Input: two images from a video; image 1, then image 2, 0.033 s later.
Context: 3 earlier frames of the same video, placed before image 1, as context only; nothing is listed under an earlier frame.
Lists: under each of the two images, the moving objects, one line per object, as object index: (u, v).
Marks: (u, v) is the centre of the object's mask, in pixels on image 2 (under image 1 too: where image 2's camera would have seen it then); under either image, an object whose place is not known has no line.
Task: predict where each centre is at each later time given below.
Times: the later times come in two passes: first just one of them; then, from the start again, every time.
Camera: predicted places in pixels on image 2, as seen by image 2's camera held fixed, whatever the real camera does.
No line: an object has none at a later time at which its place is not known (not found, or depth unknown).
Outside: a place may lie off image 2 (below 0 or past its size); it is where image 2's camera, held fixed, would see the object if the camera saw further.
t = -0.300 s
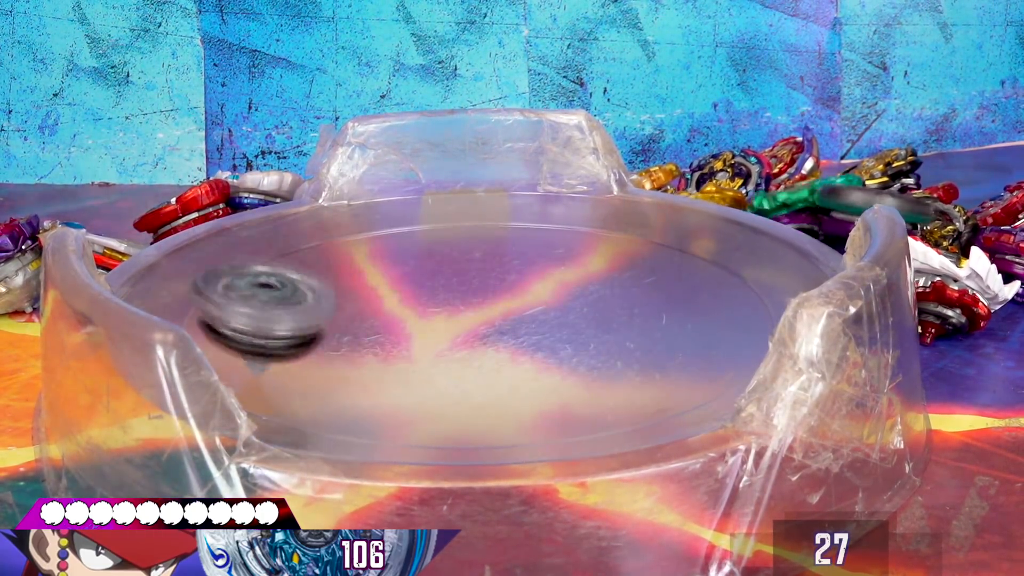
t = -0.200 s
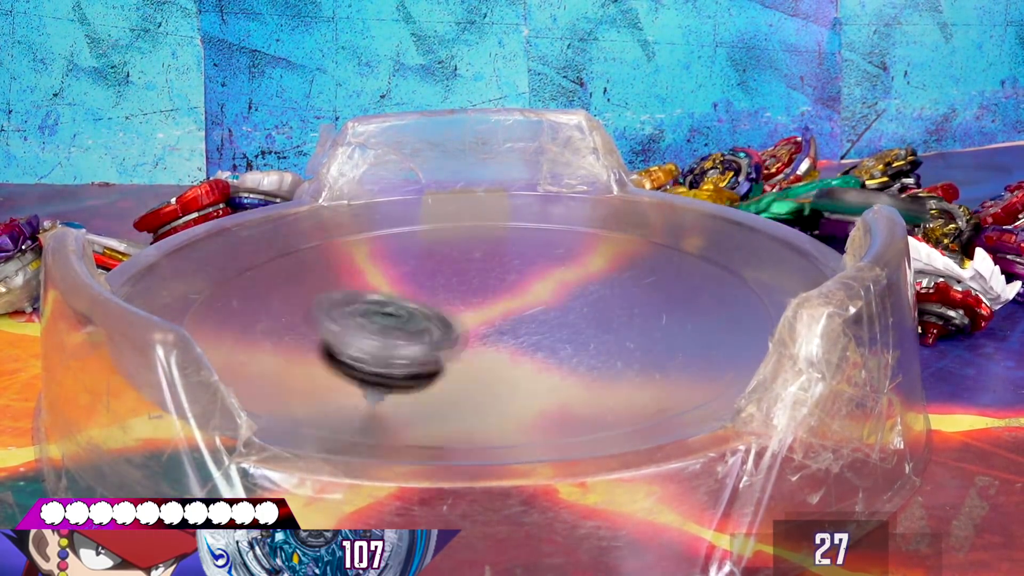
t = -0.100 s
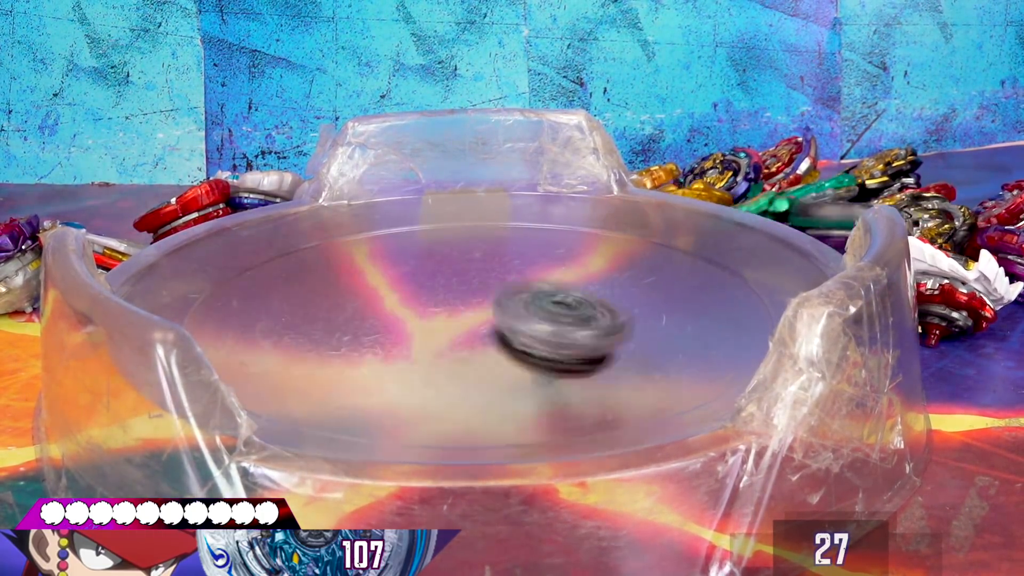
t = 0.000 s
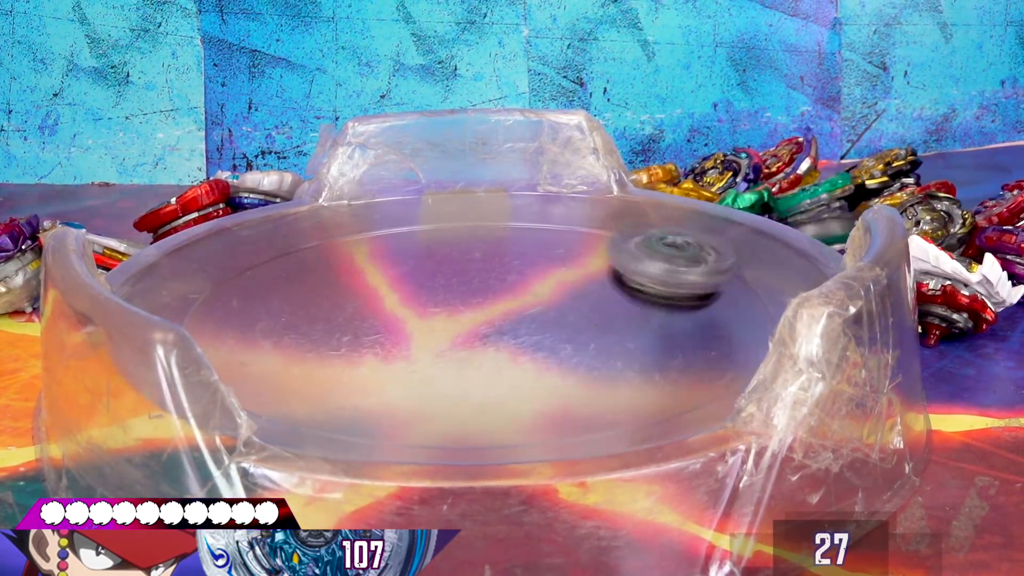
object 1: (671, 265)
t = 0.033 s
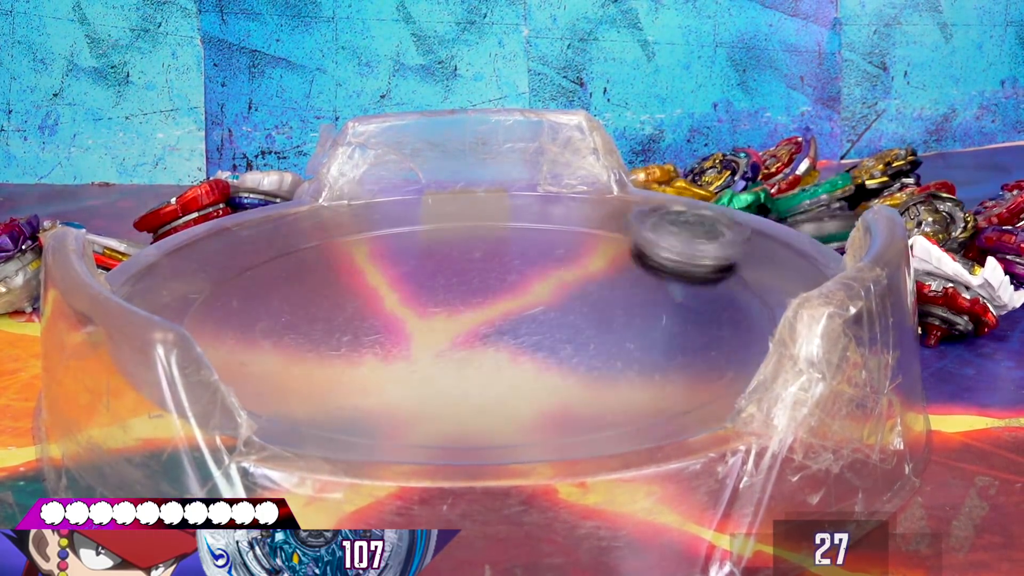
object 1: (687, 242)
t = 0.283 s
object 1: (588, 162)
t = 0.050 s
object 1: (690, 229)
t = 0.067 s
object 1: (693, 219)
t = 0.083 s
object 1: (696, 208)
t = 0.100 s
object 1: (695, 198)
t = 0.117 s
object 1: (686, 185)
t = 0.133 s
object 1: (680, 176)
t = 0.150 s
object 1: (673, 173)
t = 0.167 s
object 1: (662, 170)
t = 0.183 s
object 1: (651, 161)
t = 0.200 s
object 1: (639, 155)
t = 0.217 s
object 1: (626, 152)
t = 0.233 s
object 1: (616, 148)
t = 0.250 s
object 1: (609, 147)
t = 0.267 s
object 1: (600, 152)
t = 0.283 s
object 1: (588, 162)
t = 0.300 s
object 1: (578, 176)
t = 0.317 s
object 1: (570, 197)
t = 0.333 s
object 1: (559, 218)
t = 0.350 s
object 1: (544, 224)
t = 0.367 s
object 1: (532, 233)
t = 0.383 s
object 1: (519, 248)
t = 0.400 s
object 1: (505, 258)
